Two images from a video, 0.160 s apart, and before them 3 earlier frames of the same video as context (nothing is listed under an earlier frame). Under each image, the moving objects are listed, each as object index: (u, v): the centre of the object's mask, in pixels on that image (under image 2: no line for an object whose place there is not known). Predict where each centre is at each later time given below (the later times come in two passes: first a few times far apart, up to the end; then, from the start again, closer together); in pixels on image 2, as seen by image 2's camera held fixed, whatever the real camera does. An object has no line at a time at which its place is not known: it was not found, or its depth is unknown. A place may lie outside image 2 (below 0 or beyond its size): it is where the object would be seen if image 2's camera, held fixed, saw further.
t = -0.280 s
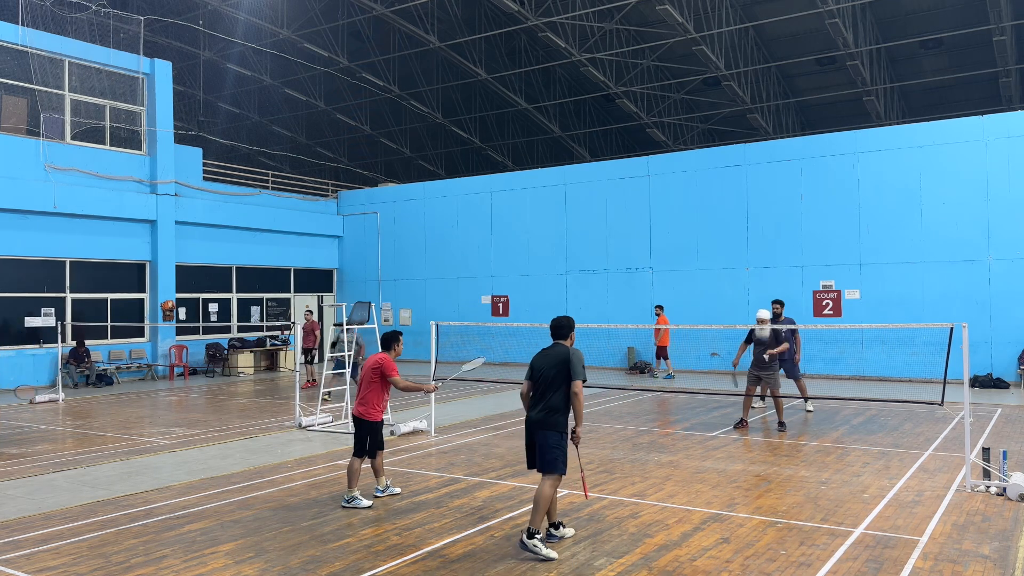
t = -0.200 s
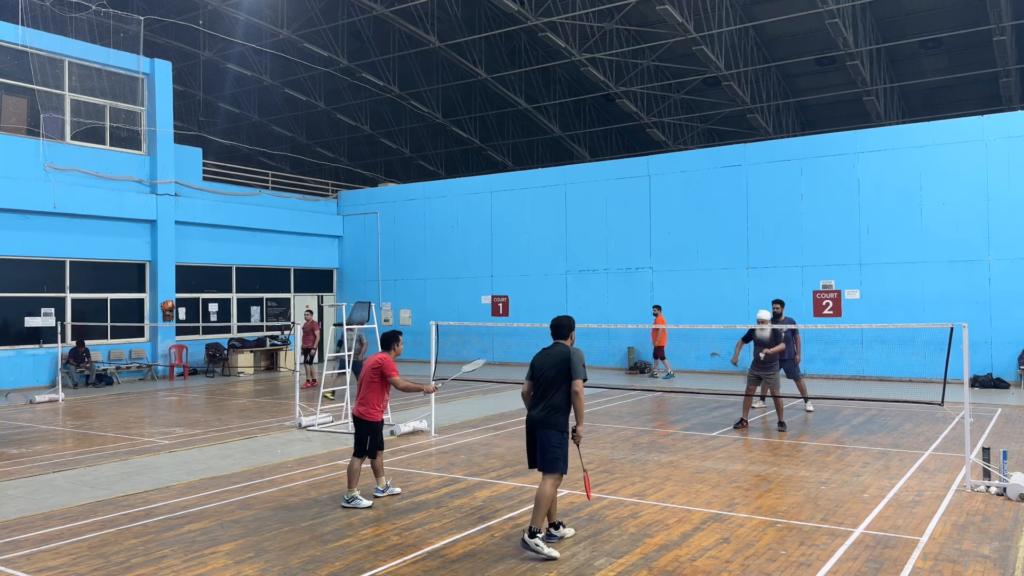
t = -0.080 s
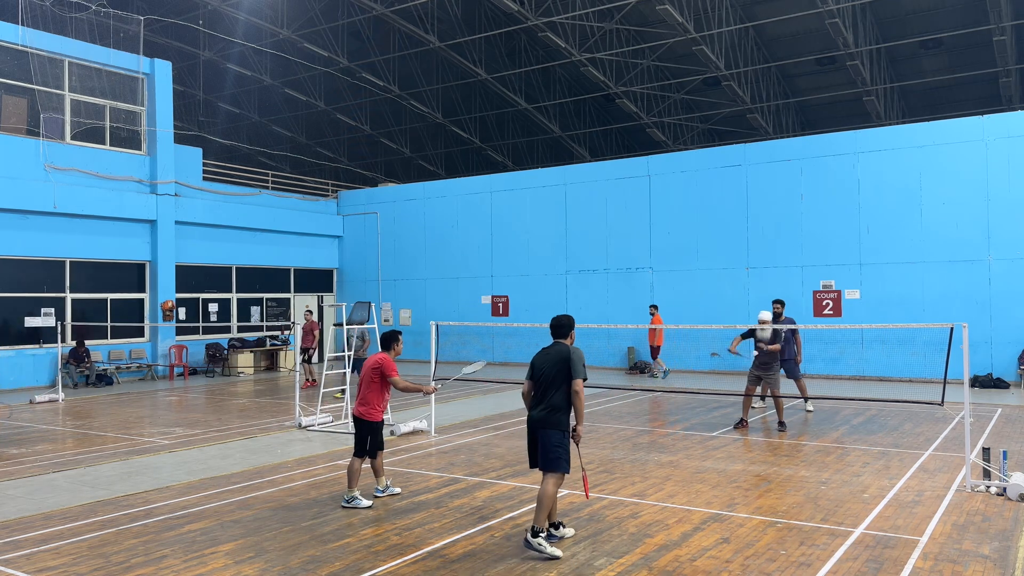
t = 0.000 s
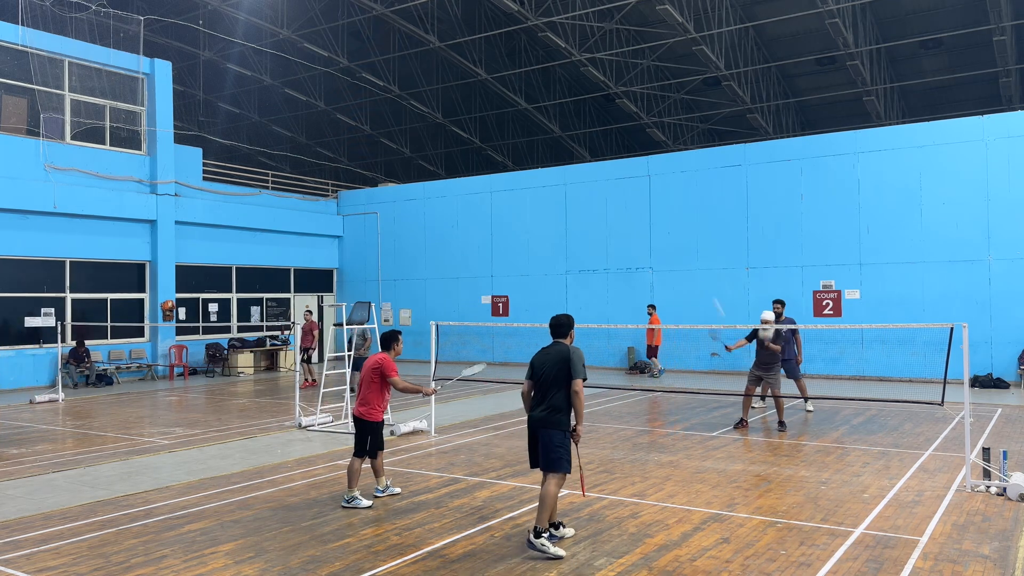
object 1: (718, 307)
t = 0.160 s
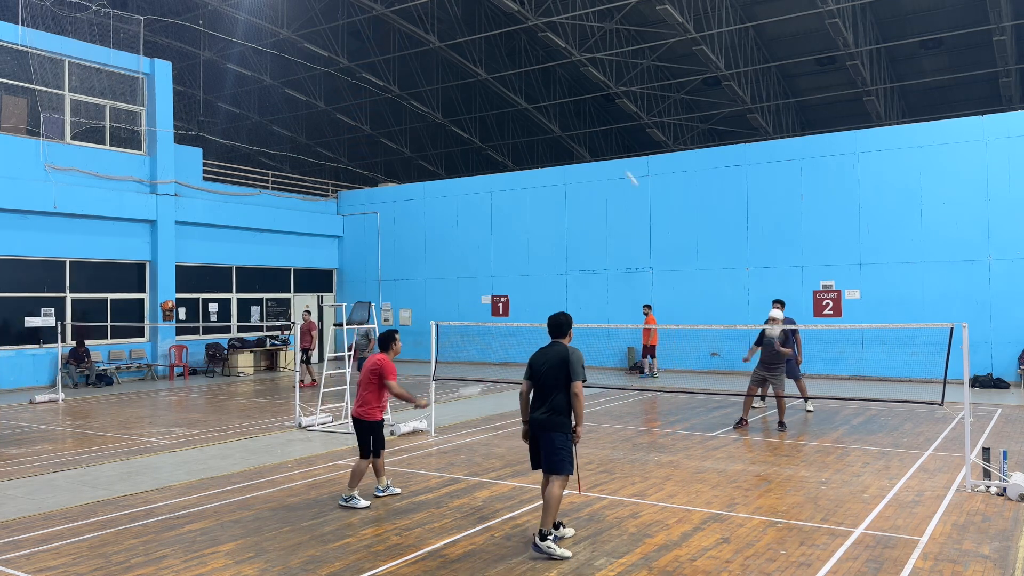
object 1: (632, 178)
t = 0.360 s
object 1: (540, 75)
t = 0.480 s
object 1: (490, 36)
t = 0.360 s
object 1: (540, 75)
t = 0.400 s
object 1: (523, 61)
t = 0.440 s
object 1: (506, 47)
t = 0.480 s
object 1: (490, 36)
